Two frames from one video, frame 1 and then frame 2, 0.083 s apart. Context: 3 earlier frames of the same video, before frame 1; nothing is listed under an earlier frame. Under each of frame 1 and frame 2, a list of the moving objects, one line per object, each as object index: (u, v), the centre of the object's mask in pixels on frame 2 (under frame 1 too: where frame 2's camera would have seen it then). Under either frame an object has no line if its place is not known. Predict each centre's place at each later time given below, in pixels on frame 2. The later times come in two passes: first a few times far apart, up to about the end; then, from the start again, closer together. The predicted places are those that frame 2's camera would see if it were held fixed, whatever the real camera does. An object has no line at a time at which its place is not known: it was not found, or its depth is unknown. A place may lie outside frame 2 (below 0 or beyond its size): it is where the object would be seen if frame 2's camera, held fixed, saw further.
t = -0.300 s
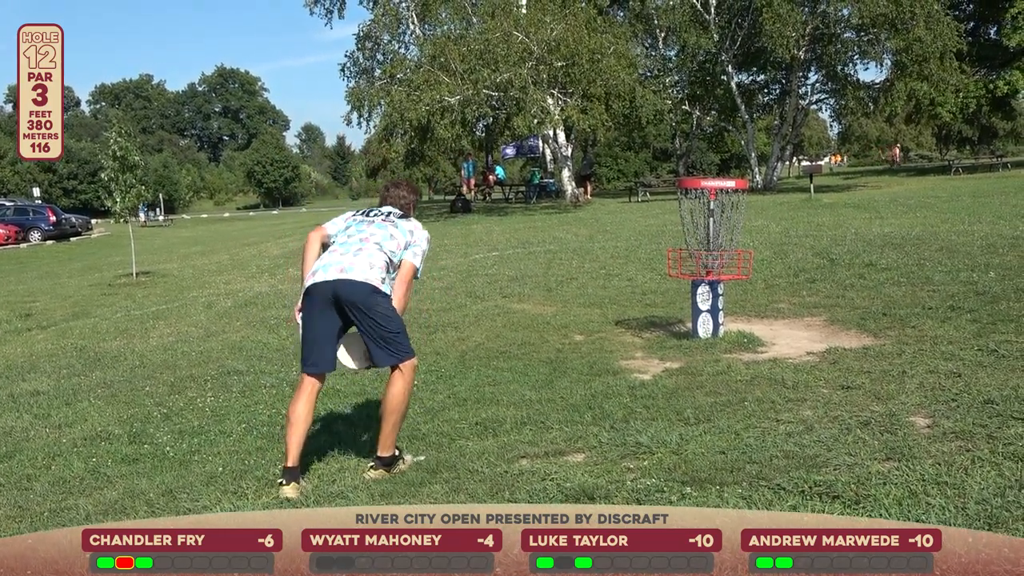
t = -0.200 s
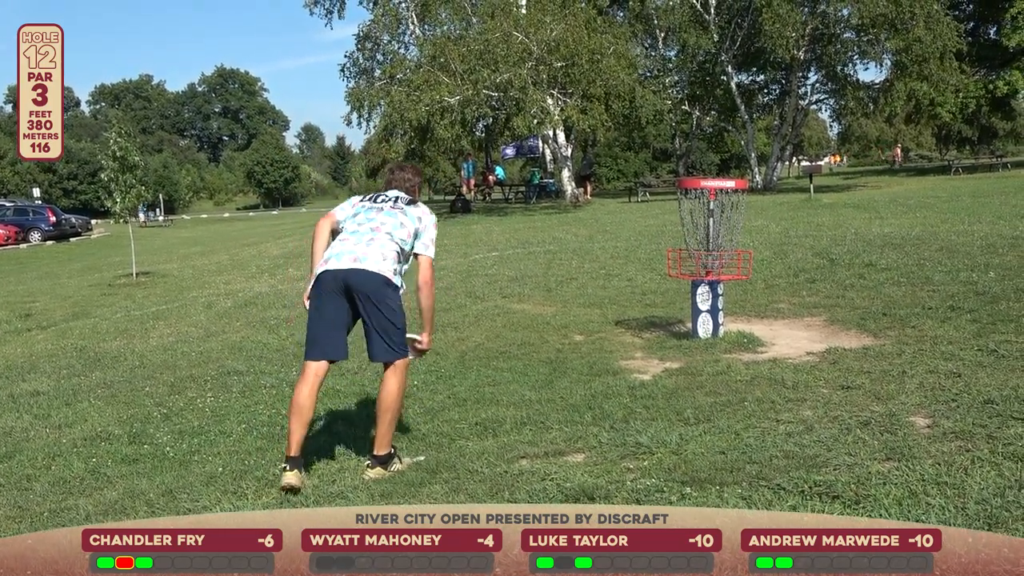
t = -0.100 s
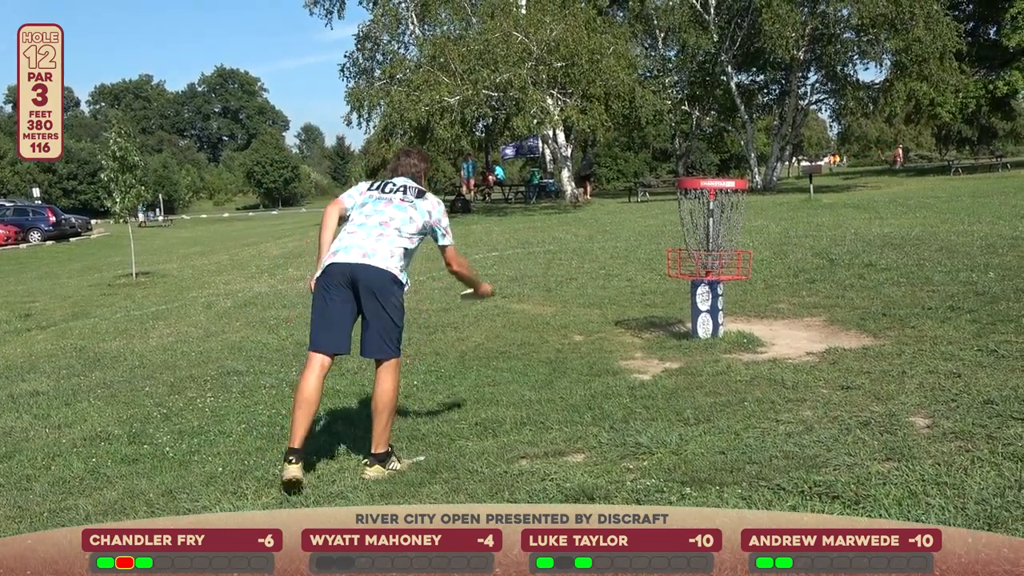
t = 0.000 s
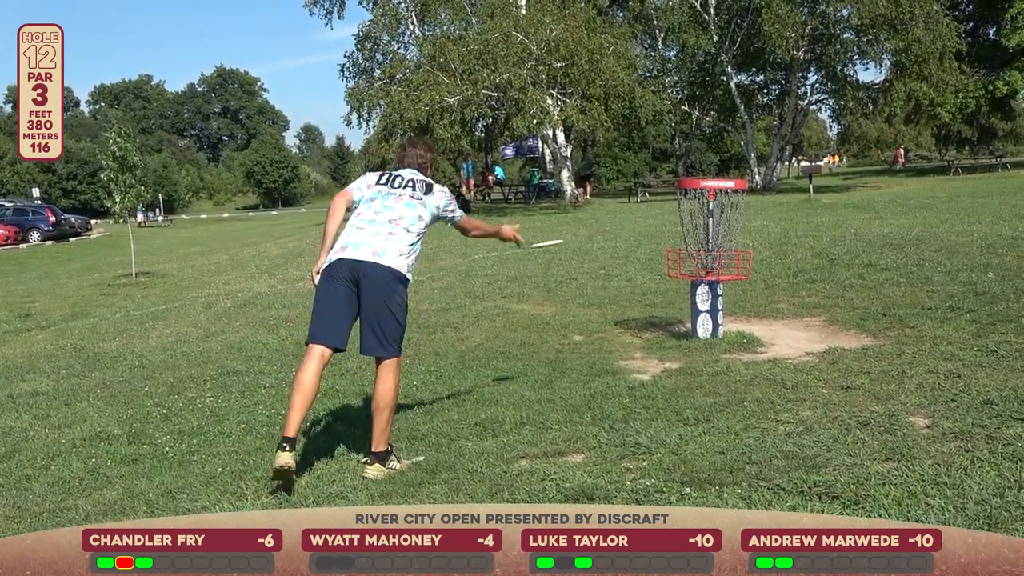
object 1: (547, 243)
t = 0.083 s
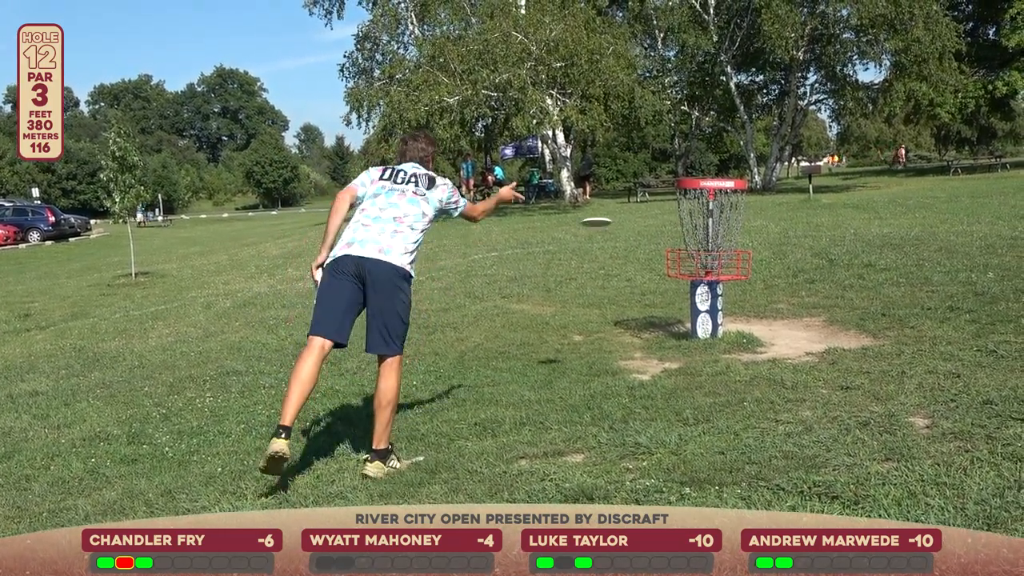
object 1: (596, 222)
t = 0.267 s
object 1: (686, 217)
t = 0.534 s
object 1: (693, 233)
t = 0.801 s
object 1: (689, 267)
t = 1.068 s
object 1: (694, 270)
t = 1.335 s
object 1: (696, 277)
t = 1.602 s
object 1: (696, 277)
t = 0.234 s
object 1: (670, 215)
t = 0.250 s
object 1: (679, 216)
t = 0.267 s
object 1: (686, 217)
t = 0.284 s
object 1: (693, 220)
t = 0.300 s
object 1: (696, 221)
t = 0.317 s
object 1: (698, 221)
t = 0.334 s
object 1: (699, 221)
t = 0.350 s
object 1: (701, 221)
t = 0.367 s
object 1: (701, 221)
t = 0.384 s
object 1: (700, 221)
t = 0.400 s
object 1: (698, 221)
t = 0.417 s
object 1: (697, 222)
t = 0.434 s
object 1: (696, 223)
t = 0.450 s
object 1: (696, 224)
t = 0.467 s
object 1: (696, 225)
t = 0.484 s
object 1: (696, 227)
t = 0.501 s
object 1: (694, 229)
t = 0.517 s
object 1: (694, 231)
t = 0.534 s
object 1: (693, 233)
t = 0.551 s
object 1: (692, 234)
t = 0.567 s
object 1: (692, 237)
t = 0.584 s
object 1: (692, 240)
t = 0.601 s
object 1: (692, 242)
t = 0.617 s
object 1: (692, 244)
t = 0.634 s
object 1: (691, 246)
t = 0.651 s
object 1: (691, 249)
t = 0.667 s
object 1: (691, 252)
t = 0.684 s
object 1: (690, 255)
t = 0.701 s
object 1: (690, 258)
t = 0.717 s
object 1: (689, 262)
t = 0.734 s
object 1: (688, 265)
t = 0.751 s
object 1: (688, 266)
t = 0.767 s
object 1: (687, 268)
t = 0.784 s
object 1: (687, 268)
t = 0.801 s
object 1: (689, 267)
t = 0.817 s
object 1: (690, 267)
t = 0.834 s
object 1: (691, 267)
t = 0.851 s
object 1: (691, 266)
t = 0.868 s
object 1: (692, 266)
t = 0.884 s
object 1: (692, 266)
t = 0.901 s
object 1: (693, 266)
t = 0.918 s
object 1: (694, 267)
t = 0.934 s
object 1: (694, 267)
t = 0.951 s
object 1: (694, 267)
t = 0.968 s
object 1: (694, 268)
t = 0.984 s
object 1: (694, 269)
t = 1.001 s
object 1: (694, 268)
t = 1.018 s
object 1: (693, 269)
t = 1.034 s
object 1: (693, 269)
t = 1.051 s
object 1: (694, 269)
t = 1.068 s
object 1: (694, 270)
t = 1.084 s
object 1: (694, 270)
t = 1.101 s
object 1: (694, 271)
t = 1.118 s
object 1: (694, 272)
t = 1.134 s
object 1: (695, 273)
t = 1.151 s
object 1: (695, 275)
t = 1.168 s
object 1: (696, 276)
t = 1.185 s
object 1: (696, 276)
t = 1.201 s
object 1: (696, 276)
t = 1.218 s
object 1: (696, 276)
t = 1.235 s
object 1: (696, 276)
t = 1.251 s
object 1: (696, 276)
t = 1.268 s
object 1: (696, 276)
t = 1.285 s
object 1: (696, 276)
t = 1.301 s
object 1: (696, 276)
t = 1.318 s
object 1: (696, 277)
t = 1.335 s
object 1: (696, 277)
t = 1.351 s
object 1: (696, 277)
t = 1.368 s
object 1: (696, 277)
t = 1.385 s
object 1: (696, 277)
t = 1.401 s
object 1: (696, 277)
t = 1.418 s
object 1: (696, 277)
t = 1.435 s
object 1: (696, 277)
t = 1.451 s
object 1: (696, 277)
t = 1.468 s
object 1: (696, 277)
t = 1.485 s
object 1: (696, 277)
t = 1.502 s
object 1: (696, 277)
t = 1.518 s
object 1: (696, 277)
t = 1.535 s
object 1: (696, 277)
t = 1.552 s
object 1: (696, 277)
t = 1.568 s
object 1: (696, 277)
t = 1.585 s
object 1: (696, 277)
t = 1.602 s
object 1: (696, 277)
